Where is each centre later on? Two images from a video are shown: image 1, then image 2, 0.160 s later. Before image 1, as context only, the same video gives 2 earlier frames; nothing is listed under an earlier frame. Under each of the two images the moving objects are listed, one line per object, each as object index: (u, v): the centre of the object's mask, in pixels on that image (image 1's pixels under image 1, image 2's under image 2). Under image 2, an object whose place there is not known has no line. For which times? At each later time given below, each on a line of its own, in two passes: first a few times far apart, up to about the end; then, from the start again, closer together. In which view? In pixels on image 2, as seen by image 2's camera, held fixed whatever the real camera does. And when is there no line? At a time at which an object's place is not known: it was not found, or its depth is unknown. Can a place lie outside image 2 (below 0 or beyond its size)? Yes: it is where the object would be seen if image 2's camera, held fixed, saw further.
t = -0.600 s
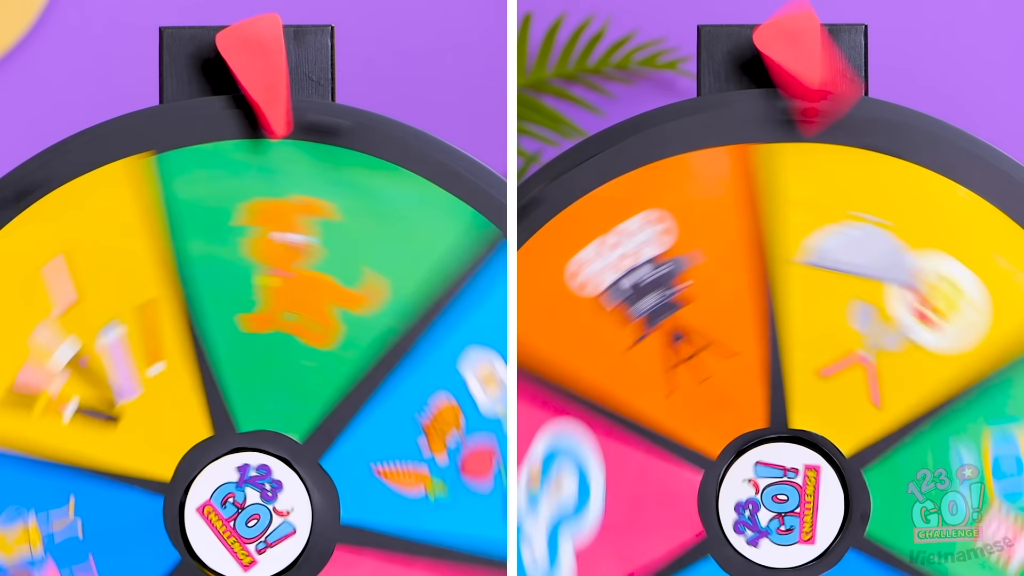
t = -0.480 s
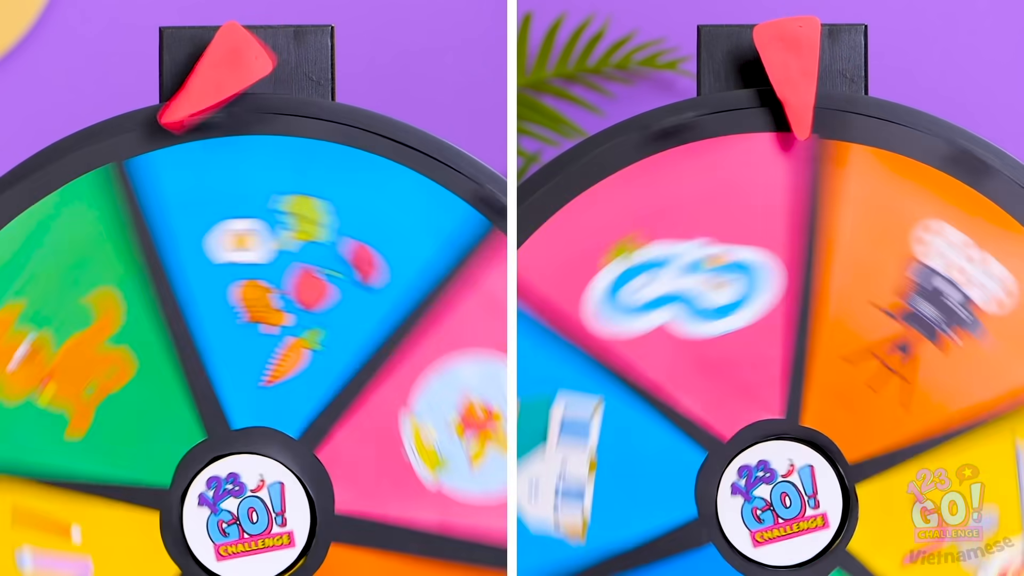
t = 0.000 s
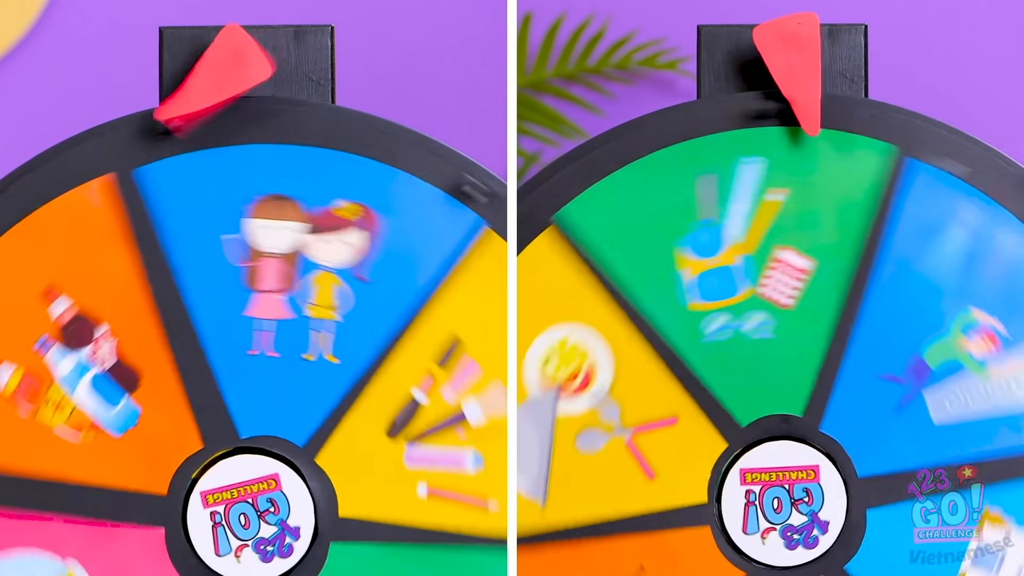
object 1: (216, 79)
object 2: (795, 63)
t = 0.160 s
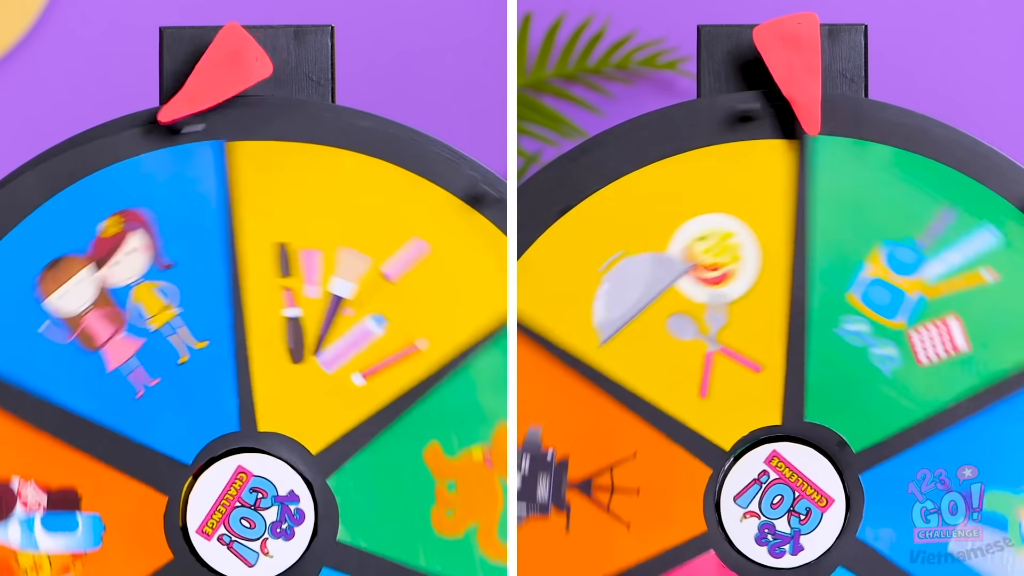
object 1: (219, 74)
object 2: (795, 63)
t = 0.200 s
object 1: (251, 77)
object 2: (800, 67)
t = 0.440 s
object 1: (255, 66)
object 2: (800, 61)
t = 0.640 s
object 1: (254, 66)
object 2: (795, 63)
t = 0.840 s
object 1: (235, 73)
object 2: (795, 63)
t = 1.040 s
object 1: (239, 72)
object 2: (797, 61)
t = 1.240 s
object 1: (239, 72)
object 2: (798, 60)
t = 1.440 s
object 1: (239, 72)
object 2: (798, 60)
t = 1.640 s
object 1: (239, 72)
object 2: (798, 60)
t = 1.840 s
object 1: (239, 72)
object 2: (798, 60)
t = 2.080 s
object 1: (239, 72)
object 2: (798, 60)
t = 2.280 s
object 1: (239, 72)
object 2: (798, 60)
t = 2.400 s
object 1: (239, 72)
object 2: (798, 60)
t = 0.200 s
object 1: (251, 77)
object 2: (800, 67)
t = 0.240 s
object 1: (255, 68)
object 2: (802, 64)
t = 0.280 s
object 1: (255, 68)
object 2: (795, 63)
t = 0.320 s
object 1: (247, 72)
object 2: (795, 63)
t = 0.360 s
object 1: (228, 77)
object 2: (795, 63)
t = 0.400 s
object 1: (223, 81)
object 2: (795, 63)
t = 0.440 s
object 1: (255, 66)
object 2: (800, 61)
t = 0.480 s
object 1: (254, 66)
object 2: (806, 58)
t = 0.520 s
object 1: (254, 66)
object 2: (795, 63)
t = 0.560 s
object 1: (254, 66)
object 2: (795, 63)
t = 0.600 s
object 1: (254, 66)
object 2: (795, 63)
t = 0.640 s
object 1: (254, 66)
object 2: (795, 63)
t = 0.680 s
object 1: (247, 69)
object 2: (795, 63)
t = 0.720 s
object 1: (240, 72)
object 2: (795, 63)
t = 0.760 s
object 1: (238, 72)
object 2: (795, 63)
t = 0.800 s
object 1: (235, 73)
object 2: (795, 63)
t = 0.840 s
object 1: (235, 73)
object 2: (795, 63)
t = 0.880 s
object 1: (236, 73)
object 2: (795, 63)
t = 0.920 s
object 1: (237, 73)
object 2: (795, 63)
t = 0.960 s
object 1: (238, 72)
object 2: (795, 63)
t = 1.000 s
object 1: (239, 71)
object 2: (796, 63)
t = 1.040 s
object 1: (239, 72)
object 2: (797, 61)
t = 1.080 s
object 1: (239, 72)
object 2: (798, 60)
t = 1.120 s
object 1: (239, 72)
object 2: (798, 60)
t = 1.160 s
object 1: (239, 72)
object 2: (798, 60)
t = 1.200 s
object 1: (239, 72)
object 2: (798, 60)
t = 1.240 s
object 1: (239, 72)
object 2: (798, 60)
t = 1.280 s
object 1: (239, 72)
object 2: (798, 60)
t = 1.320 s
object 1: (239, 72)
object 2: (798, 60)
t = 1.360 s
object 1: (239, 72)
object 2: (798, 60)
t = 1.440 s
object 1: (239, 72)
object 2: (798, 60)
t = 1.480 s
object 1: (239, 72)
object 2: (798, 60)
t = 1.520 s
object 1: (239, 72)
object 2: (798, 60)
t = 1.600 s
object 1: (239, 72)
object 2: (798, 60)
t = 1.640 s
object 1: (239, 72)
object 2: (798, 60)
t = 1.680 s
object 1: (239, 72)
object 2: (798, 60)
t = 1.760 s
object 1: (239, 72)
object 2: (798, 60)
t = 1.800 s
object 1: (239, 72)
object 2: (798, 60)
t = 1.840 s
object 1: (239, 72)
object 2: (798, 60)
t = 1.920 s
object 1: (239, 72)
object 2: (798, 60)
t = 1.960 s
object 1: (239, 72)
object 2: (798, 60)
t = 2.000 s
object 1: (239, 72)
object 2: (798, 60)
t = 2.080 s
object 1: (239, 72)
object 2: (798, 60)
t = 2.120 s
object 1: (239, 72)
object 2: (798, 60)
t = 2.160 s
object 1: (239, 72)
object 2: (798, 60)
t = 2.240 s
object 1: (239, 72)
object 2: (798, 60)
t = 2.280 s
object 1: (239, 72)
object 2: (798, 60)
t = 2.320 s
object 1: (239, 72)
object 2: (798, 60)
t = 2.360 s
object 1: (239, 72)
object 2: (798, 60)
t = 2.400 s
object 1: (239, 72)
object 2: (798, 60)
